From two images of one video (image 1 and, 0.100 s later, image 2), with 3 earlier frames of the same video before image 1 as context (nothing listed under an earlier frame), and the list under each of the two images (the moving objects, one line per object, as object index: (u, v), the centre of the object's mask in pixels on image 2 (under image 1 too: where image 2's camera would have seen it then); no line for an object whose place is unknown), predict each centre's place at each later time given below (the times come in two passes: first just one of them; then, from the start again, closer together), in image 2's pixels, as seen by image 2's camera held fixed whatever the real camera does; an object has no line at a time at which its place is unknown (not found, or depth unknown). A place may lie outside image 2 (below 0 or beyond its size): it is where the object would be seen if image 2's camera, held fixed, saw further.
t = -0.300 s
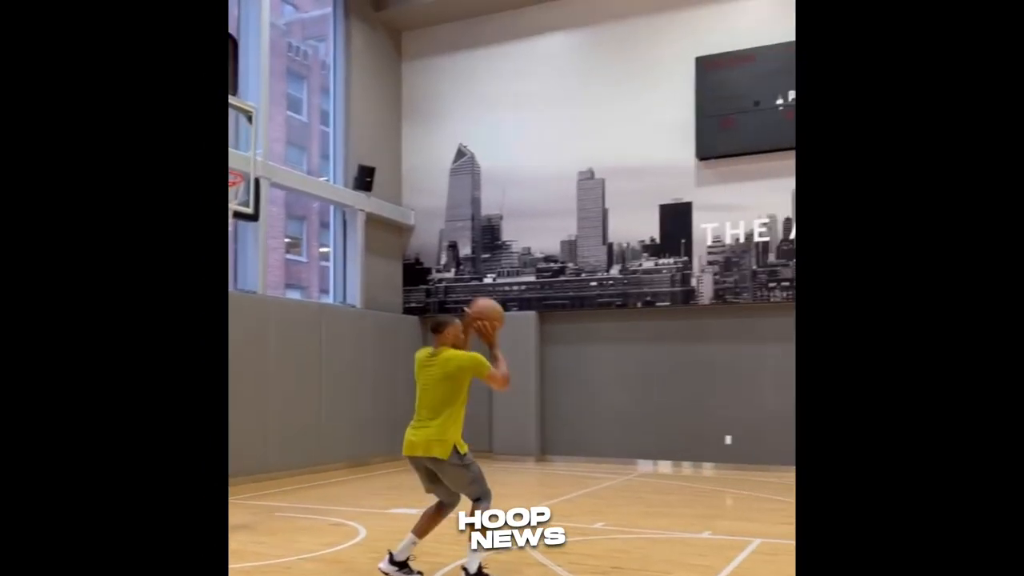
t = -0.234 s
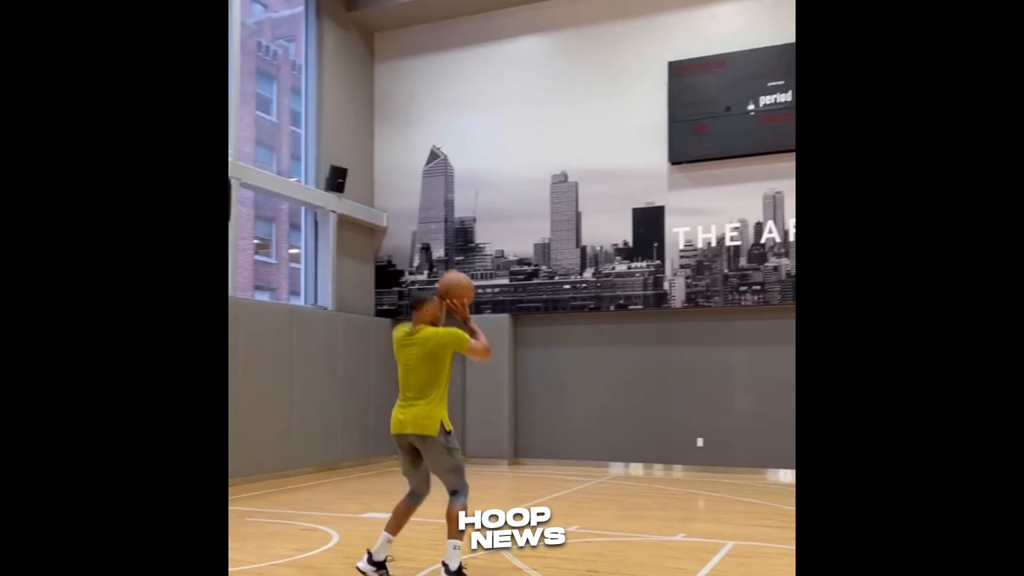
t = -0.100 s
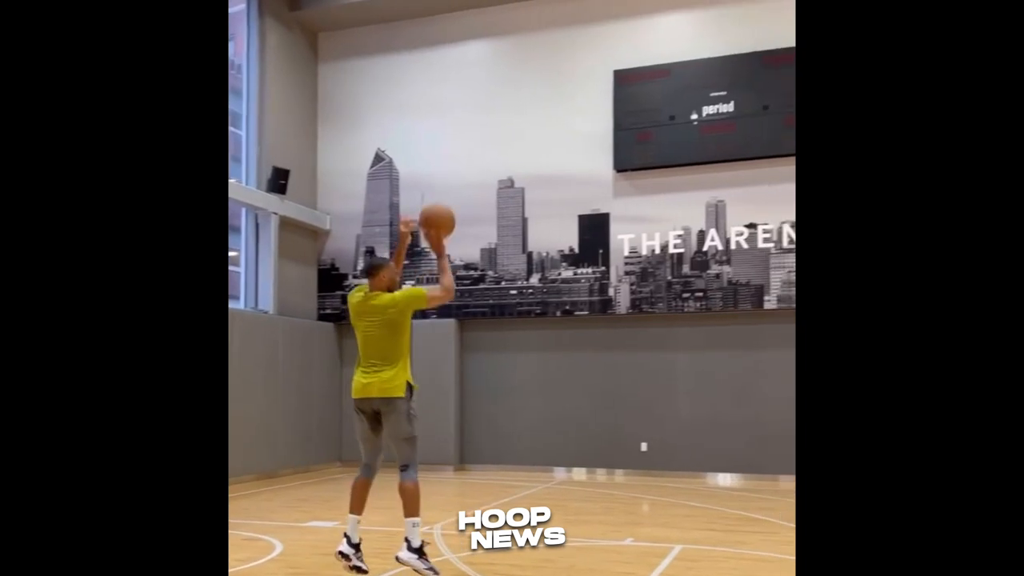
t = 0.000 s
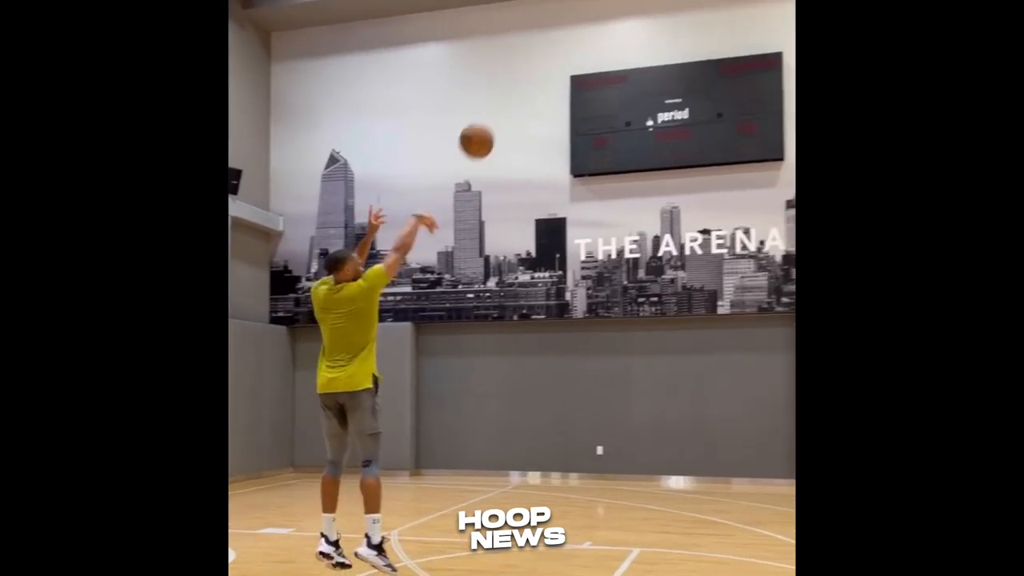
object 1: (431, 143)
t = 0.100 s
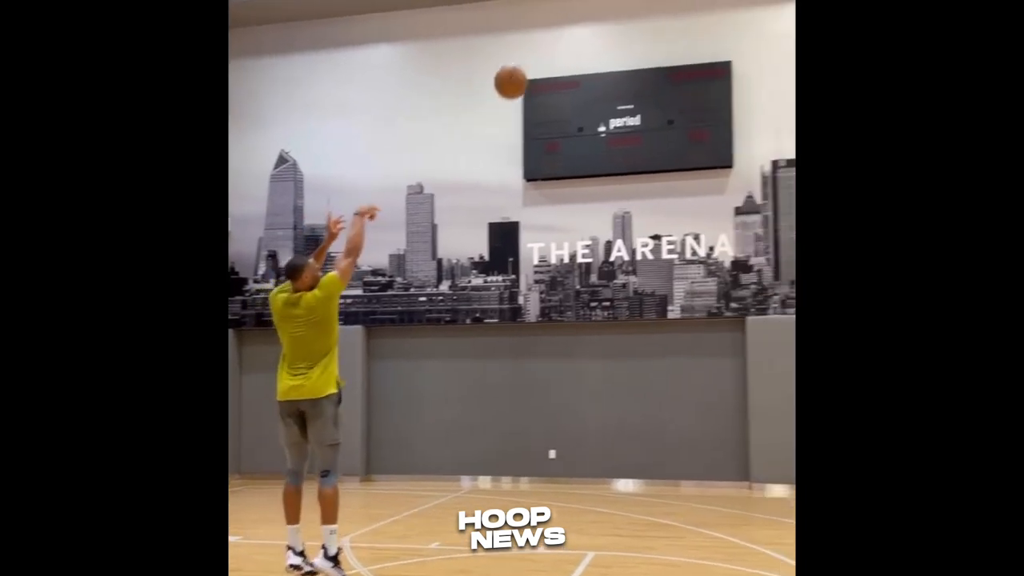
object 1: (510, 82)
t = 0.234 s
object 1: (602, 30)
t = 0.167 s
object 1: (559, 51)
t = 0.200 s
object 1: (580, 39)
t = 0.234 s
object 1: (602, 30)
